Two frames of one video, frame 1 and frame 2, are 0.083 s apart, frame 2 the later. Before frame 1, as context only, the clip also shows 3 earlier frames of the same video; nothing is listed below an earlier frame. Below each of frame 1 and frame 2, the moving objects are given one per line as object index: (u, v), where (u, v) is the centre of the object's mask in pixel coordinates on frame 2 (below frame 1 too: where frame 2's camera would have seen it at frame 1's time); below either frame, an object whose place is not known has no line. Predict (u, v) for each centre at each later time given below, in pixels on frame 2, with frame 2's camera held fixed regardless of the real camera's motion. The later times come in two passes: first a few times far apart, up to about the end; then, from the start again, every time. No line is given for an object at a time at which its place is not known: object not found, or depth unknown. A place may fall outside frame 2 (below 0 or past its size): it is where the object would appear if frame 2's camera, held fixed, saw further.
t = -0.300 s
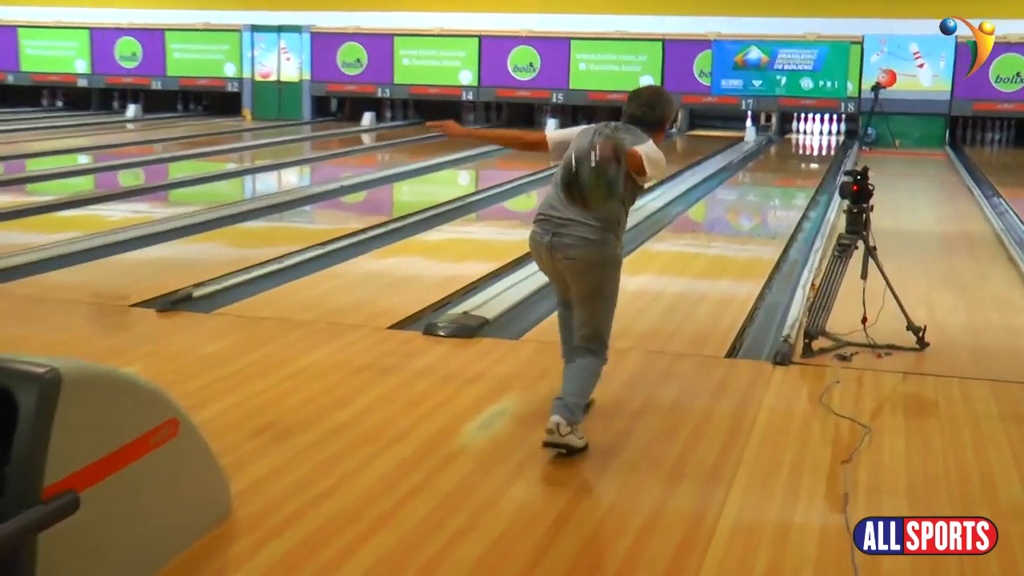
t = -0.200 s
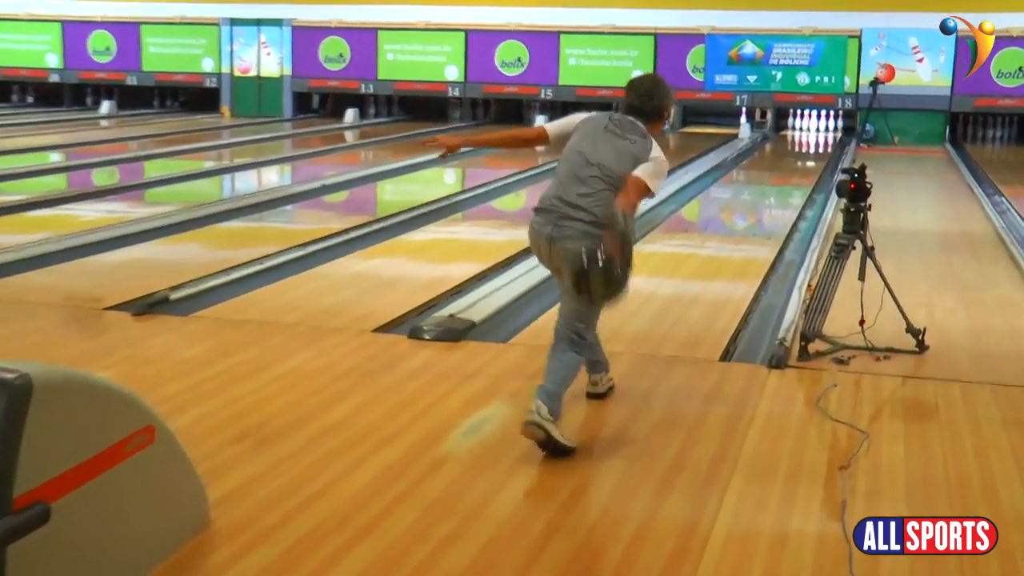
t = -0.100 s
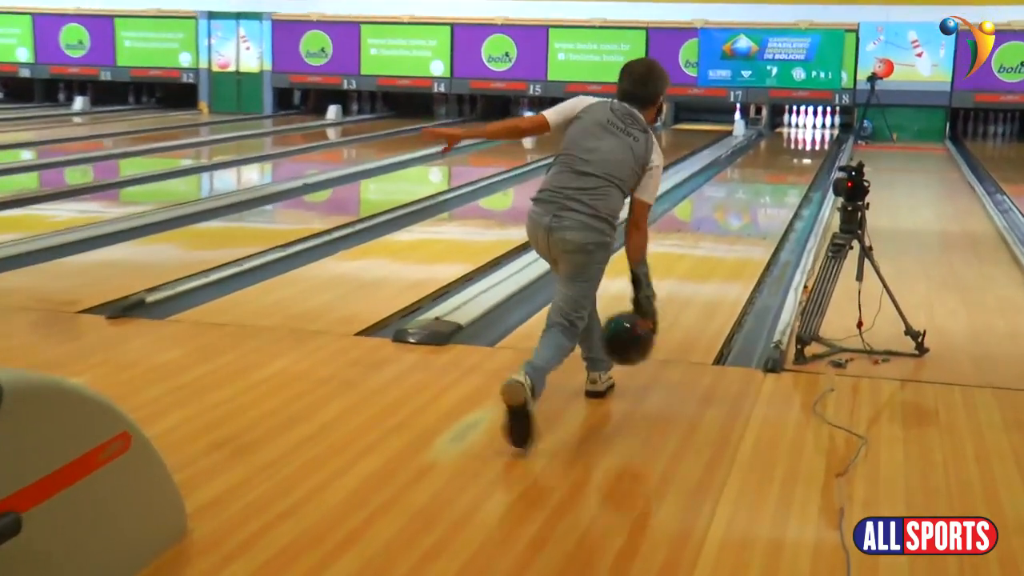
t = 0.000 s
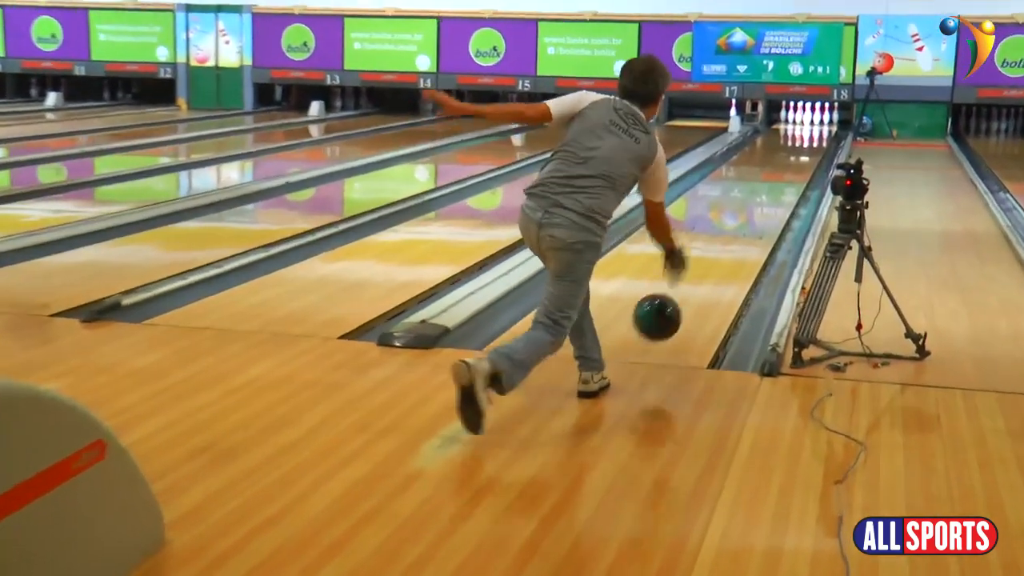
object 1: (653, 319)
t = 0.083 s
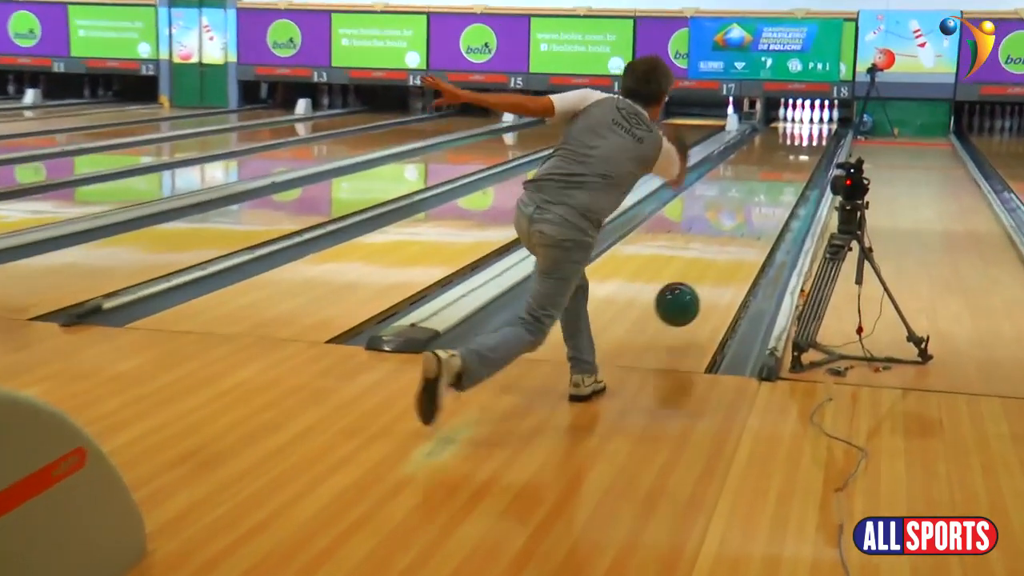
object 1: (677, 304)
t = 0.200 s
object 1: (704, 292)
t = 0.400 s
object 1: (741, 252)
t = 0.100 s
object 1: (681, 303)
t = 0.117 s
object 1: (685, 302)
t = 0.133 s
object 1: (689, 302)
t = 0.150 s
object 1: (693, 303)
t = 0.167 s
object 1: (697, 301)
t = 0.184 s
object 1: (701, 296)
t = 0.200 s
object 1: (704, 292)
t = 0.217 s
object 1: (708, 288)
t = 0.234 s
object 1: (711, 285)
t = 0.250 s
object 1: (714, 281)
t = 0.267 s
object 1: (717, 277)
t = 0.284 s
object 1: (720, 273)
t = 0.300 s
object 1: (724, 271)
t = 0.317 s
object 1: (727, 267)
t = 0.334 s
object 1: (729, 264)
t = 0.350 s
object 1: (732, 261)
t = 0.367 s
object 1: (735, 258)
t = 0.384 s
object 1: (738, 255)
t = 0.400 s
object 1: (741, 252)
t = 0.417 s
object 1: (743, 250)
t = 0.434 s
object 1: (746, 247)
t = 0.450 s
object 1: (748, 245)
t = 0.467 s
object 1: (751, 242)
